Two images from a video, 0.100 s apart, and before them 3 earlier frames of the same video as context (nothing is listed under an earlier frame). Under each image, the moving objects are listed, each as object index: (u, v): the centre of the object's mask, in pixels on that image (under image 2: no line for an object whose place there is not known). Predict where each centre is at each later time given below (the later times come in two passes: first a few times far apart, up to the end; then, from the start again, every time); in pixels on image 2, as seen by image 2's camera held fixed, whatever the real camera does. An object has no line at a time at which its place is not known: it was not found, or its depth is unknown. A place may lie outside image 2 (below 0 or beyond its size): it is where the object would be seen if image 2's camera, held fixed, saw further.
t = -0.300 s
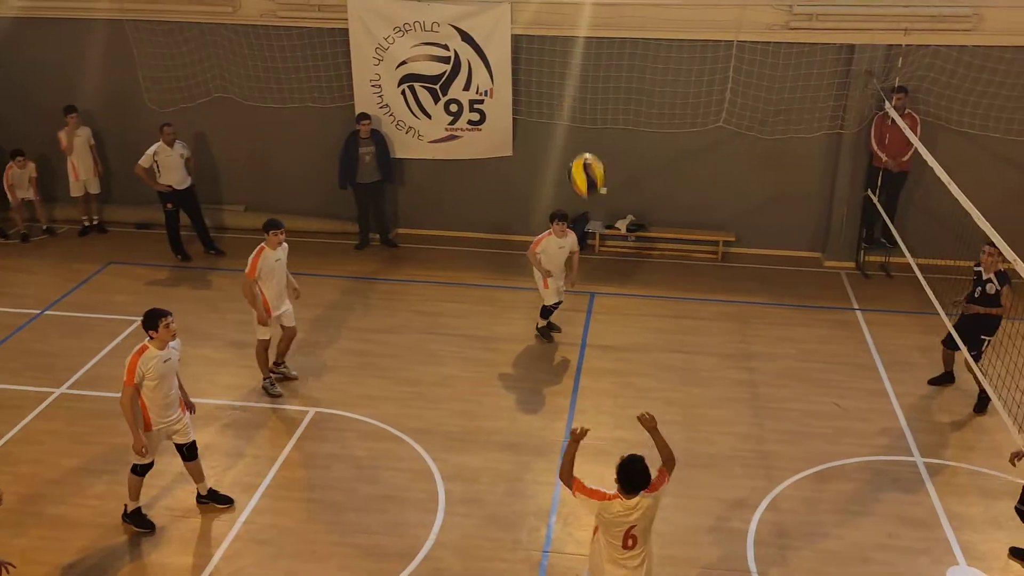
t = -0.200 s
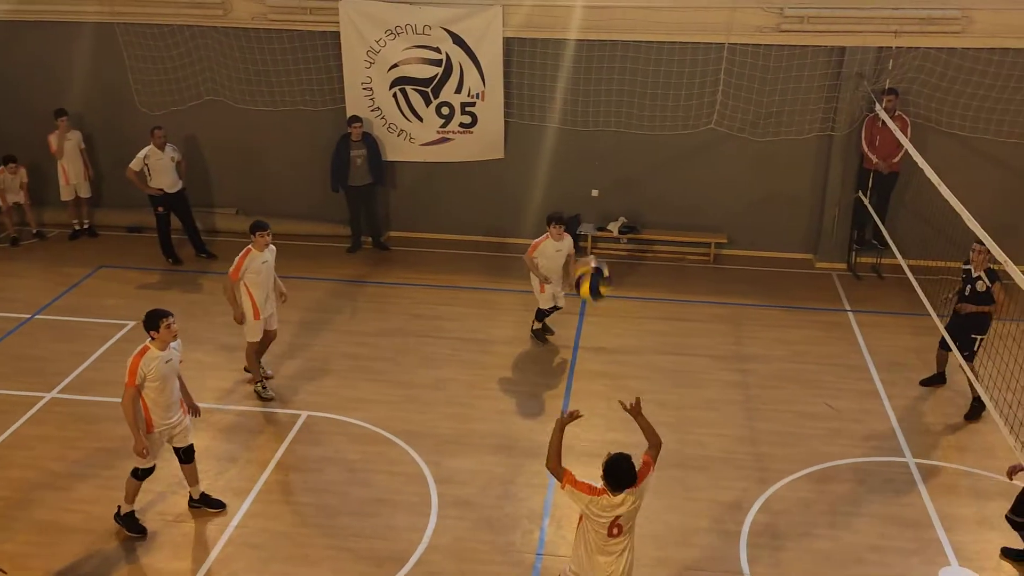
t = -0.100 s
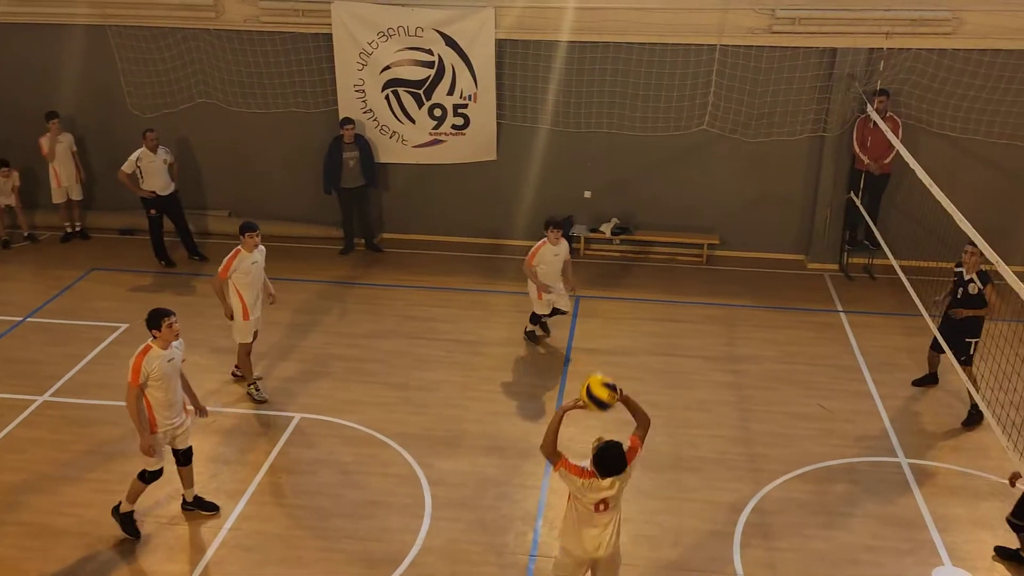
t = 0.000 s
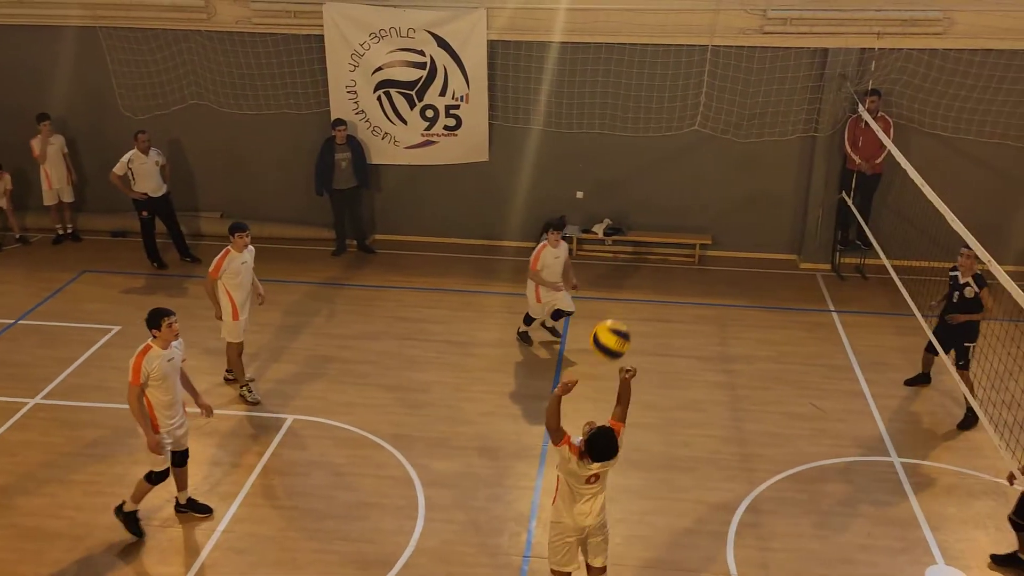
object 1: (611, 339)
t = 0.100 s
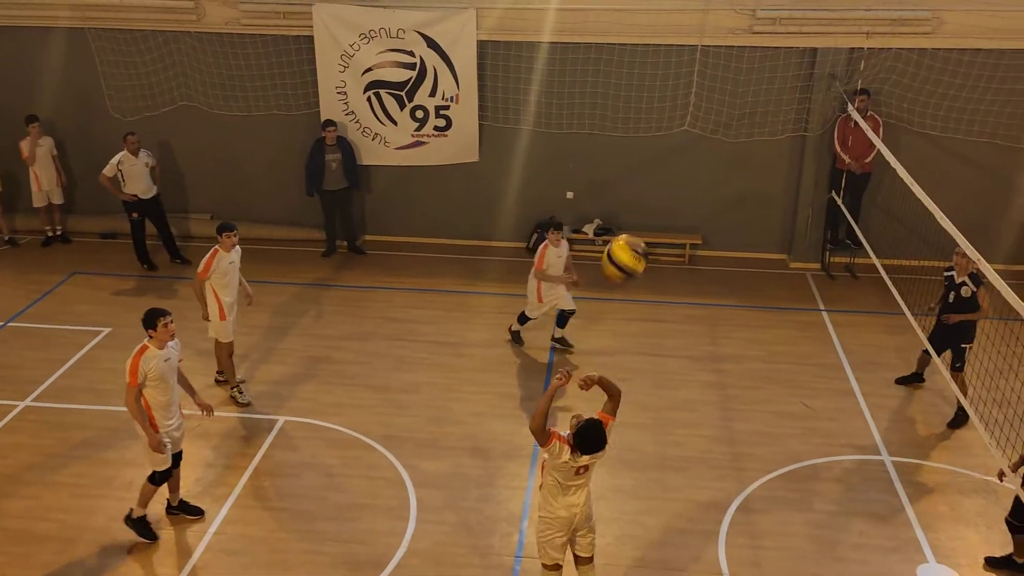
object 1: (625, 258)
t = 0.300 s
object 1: (680, 111)
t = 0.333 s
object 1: (690, 91)
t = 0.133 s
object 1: (634, 231)
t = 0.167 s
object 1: (642, 206)
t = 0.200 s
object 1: (651, 181)
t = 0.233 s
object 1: (661, 155)
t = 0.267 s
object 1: (671, 132)
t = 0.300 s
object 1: (680, 111)
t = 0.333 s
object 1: (690, 91)
